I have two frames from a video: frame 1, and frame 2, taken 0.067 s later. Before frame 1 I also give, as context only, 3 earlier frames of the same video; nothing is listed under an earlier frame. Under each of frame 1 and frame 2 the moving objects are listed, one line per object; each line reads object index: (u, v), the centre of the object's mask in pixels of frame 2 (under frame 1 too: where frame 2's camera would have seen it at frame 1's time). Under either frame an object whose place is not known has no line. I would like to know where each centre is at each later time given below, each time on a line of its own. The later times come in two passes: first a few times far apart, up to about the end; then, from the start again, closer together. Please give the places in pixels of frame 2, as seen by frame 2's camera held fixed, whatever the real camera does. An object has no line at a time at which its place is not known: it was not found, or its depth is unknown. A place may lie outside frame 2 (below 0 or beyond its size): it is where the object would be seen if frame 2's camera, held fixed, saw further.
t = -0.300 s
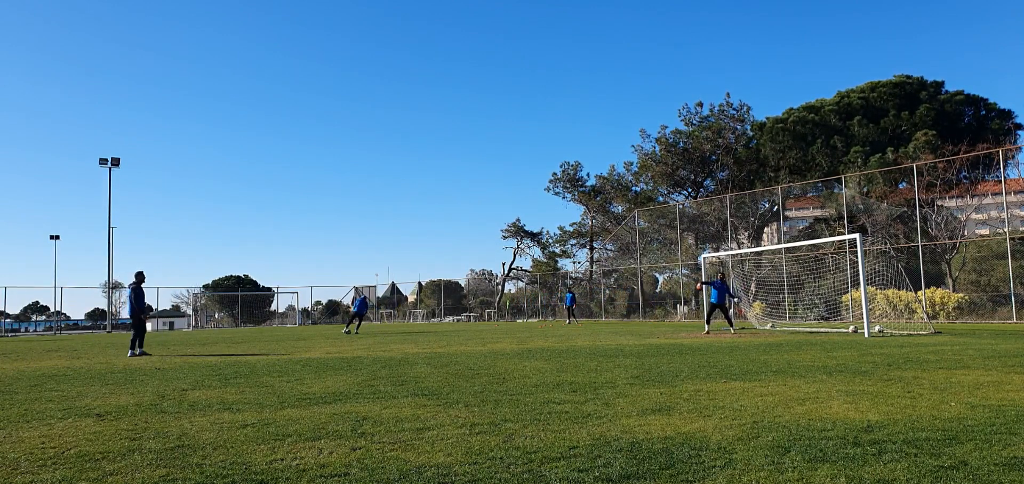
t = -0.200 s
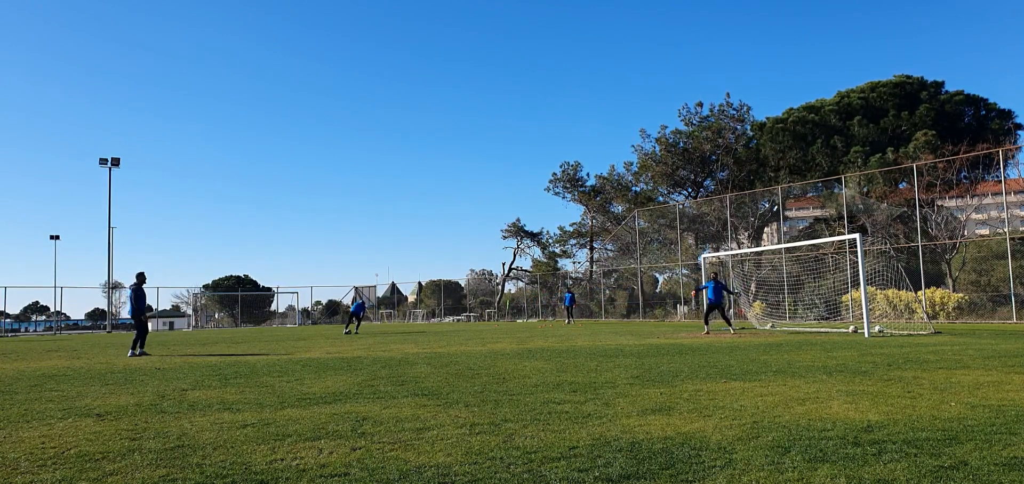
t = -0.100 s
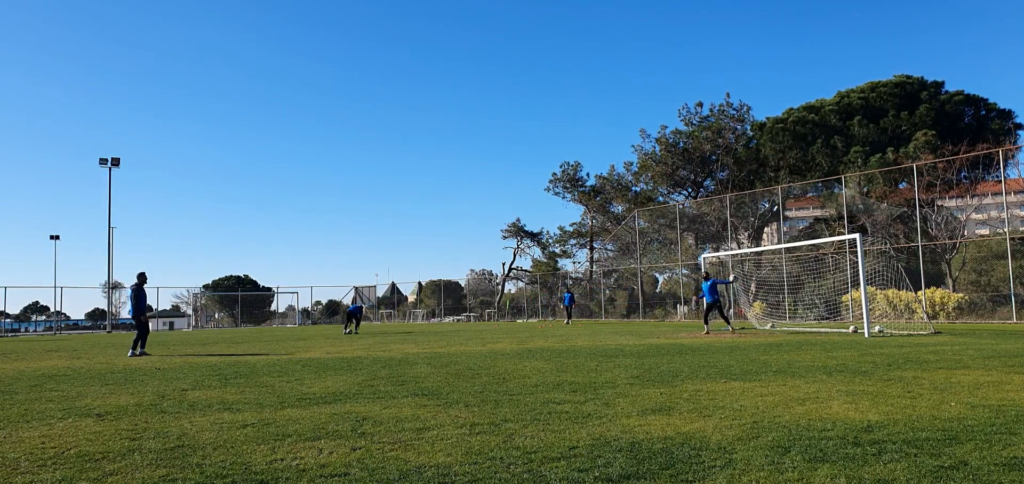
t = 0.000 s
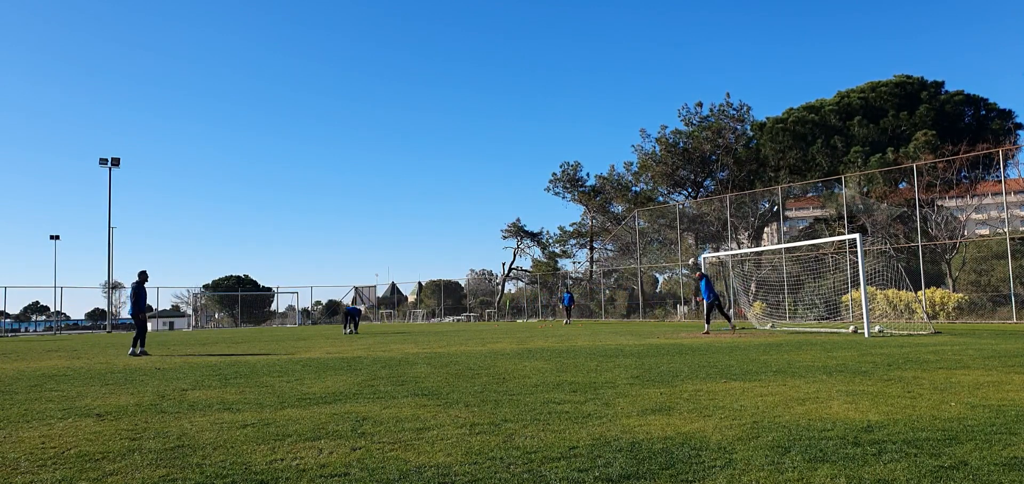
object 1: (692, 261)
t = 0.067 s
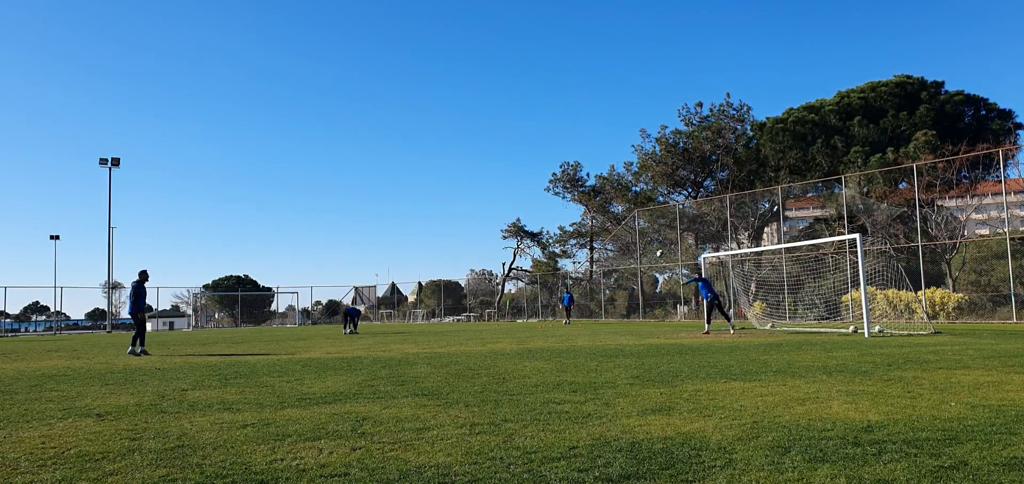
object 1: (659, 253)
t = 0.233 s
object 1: (578, 238)
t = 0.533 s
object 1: (434, 231)
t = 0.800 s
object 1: (292, 250)
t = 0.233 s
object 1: (578, 238)
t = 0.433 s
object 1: (483, 230)
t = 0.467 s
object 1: (467, 231)
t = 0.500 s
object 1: (450, 231)
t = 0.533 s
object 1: (434, 231)
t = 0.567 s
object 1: (417, 233)
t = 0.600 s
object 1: (399, 234)
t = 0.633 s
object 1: (382, 235)
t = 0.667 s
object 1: (364, 238)
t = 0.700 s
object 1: (347, 240)
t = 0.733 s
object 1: (328, 243)
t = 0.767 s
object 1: (310, 246)
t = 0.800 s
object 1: (292, 250)
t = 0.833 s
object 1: (273, 253)
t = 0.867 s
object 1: (254, 258)
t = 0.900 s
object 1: (235, 263)
